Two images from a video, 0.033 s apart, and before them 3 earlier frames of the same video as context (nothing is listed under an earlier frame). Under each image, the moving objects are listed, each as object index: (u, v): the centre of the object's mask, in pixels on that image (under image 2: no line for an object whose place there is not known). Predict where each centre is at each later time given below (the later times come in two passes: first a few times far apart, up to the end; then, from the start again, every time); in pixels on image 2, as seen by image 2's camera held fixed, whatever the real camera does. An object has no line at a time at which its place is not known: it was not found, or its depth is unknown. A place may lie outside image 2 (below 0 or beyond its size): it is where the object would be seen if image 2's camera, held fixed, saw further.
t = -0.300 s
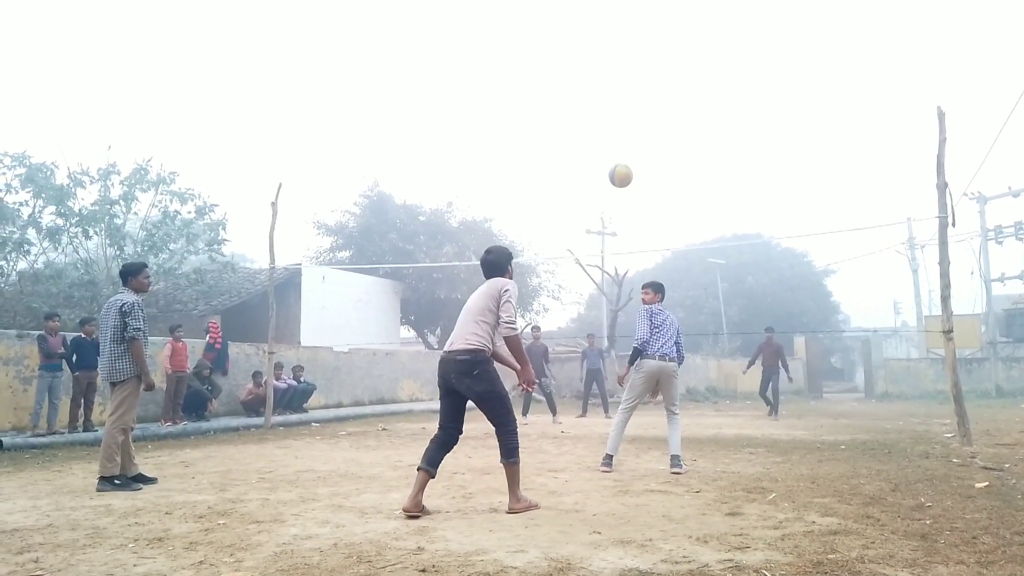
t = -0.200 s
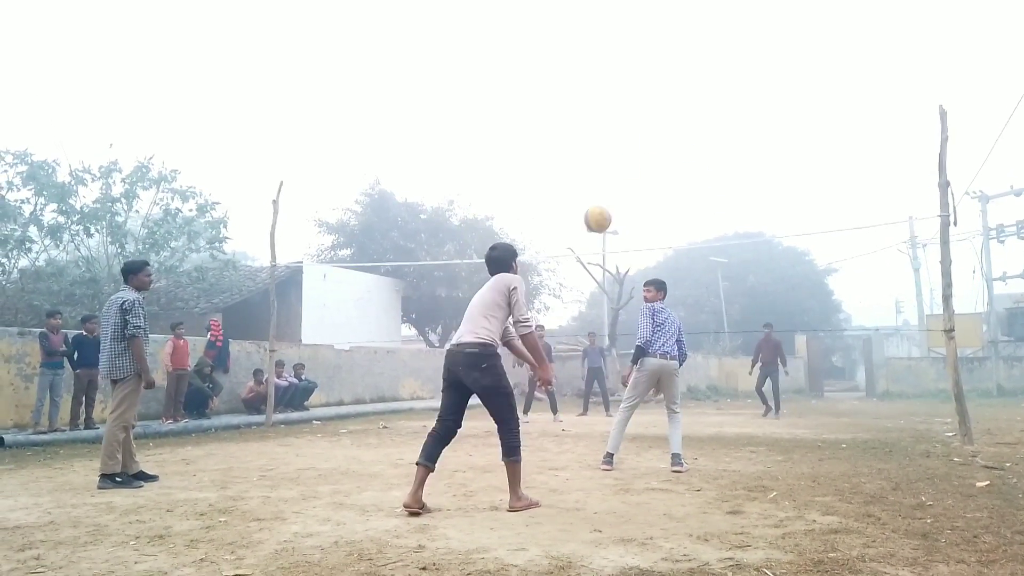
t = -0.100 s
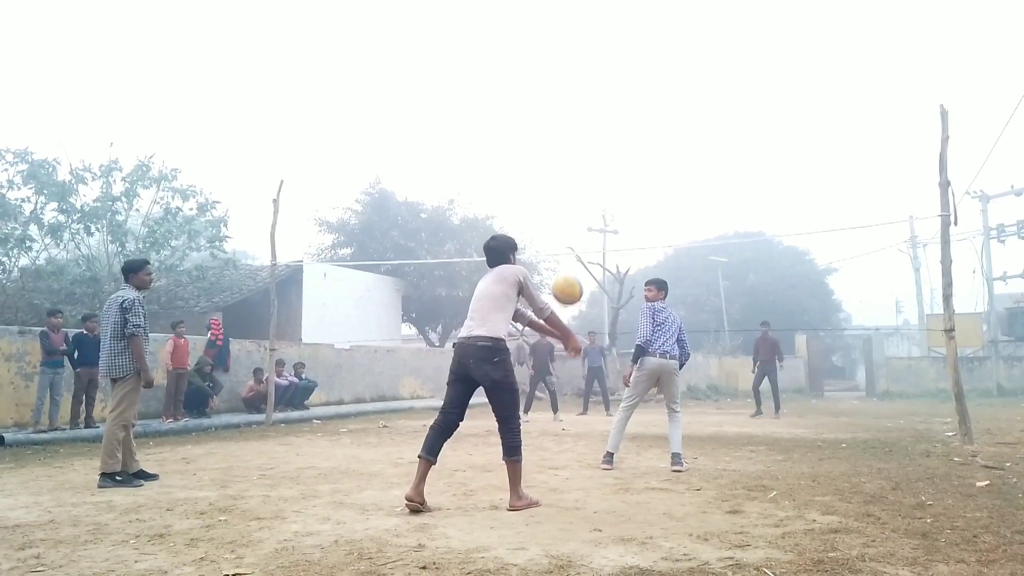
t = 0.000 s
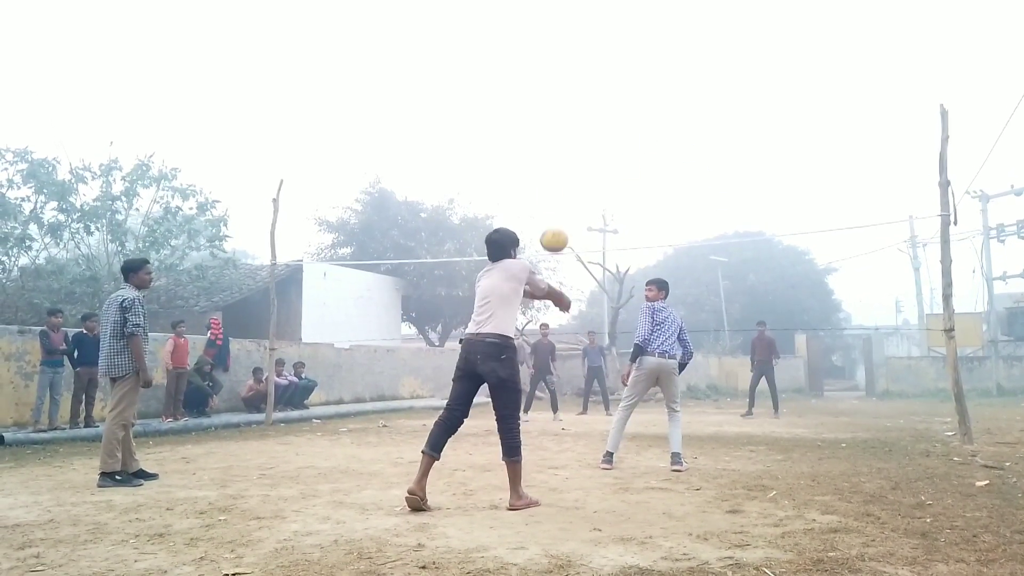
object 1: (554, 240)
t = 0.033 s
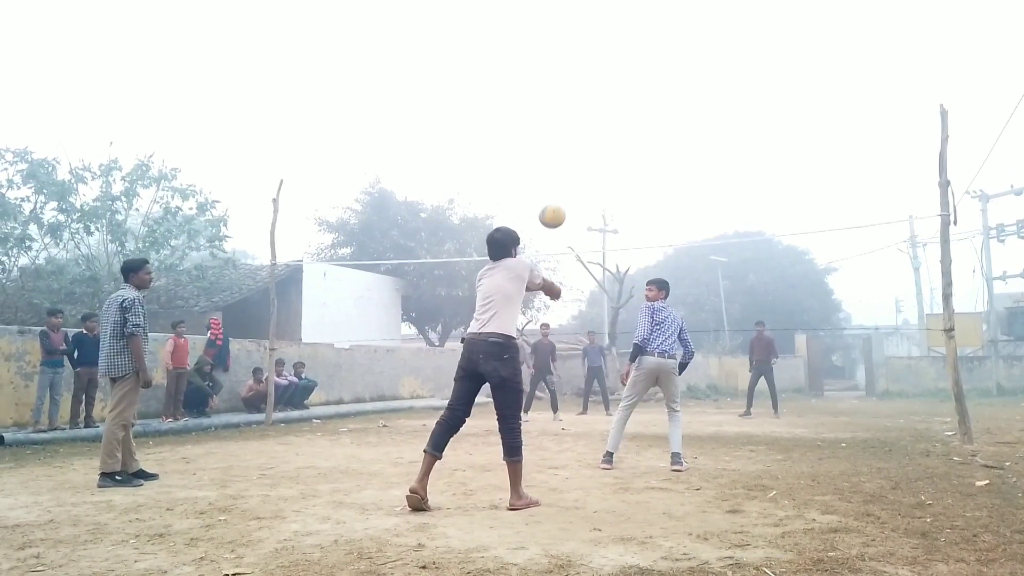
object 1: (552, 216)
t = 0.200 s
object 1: (546, 142)
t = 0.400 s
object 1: (539, 113)
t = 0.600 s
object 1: (533, 123)
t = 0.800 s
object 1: (528, 157)
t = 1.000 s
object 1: (524, 206)
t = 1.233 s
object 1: (521, 278)
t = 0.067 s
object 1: (551, 196)
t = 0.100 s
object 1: (549, 179)
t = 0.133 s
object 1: (548, 165)
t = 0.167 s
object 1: (547, 152)
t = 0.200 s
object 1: (546, 142)
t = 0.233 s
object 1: (544, 133)
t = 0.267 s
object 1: (543, 127)
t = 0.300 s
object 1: (542, 122)
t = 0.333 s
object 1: (541, 117)
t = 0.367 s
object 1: (540, 115)
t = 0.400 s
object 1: (539, 113)
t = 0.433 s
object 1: (538, 113)
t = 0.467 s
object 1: (537, 113)
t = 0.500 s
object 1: (536, 115)
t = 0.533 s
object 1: (535, 117)
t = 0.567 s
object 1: (534, 120)
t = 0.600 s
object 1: (533, 123)
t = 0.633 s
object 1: (532, 127)
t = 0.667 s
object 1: (531, 132)
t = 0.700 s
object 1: (530, 138)
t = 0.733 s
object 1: (529, 143)
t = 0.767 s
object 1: (529, 150)
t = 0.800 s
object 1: (528, 157)
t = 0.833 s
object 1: (528, 164)
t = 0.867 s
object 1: (527, 171)
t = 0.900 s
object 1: (526, 179)
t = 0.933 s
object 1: (526, 188)
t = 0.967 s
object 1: (525, 197)
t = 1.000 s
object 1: (524, 206)
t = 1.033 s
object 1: (524, 215)
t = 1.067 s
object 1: (523, 225)
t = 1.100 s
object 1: (522, 235)
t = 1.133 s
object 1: (522, 246)
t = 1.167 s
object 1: (522, 256)
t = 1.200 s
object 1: (522, 267)
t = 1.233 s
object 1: (521, 278)
